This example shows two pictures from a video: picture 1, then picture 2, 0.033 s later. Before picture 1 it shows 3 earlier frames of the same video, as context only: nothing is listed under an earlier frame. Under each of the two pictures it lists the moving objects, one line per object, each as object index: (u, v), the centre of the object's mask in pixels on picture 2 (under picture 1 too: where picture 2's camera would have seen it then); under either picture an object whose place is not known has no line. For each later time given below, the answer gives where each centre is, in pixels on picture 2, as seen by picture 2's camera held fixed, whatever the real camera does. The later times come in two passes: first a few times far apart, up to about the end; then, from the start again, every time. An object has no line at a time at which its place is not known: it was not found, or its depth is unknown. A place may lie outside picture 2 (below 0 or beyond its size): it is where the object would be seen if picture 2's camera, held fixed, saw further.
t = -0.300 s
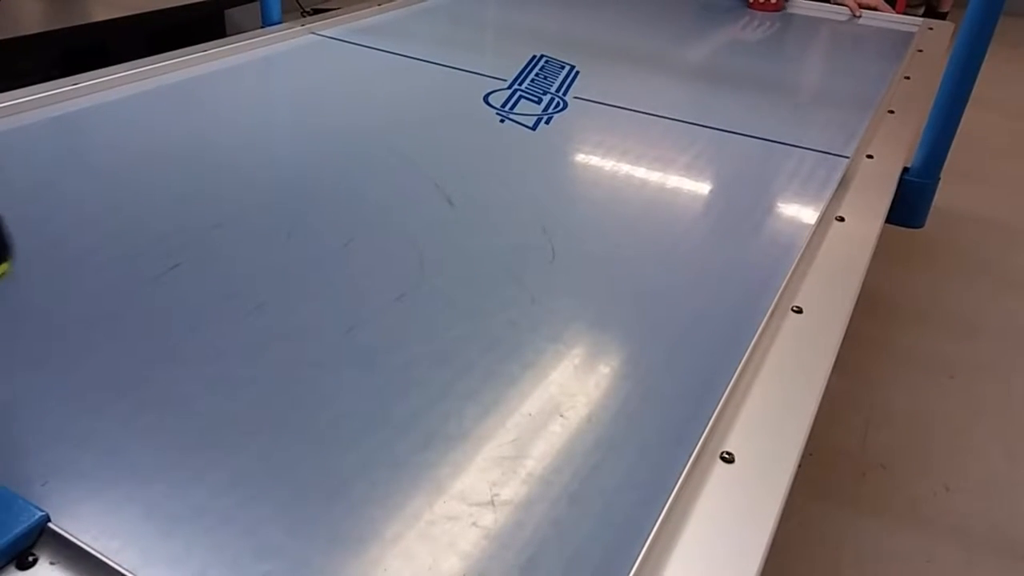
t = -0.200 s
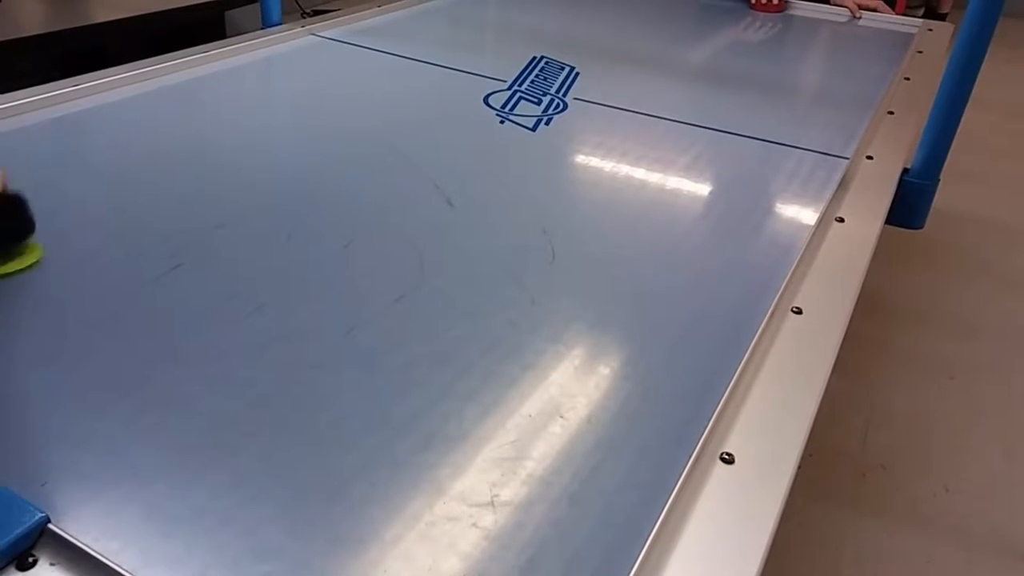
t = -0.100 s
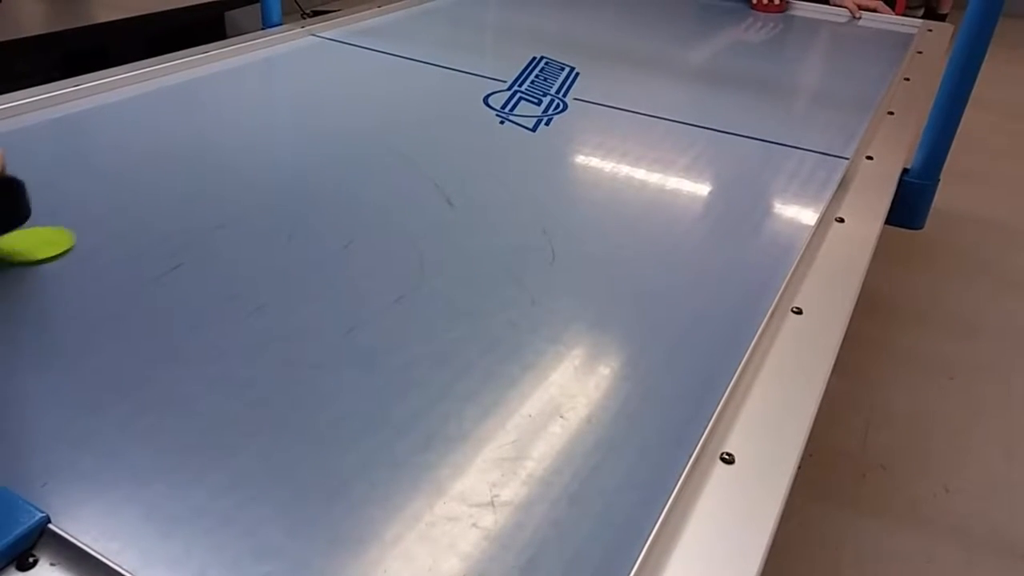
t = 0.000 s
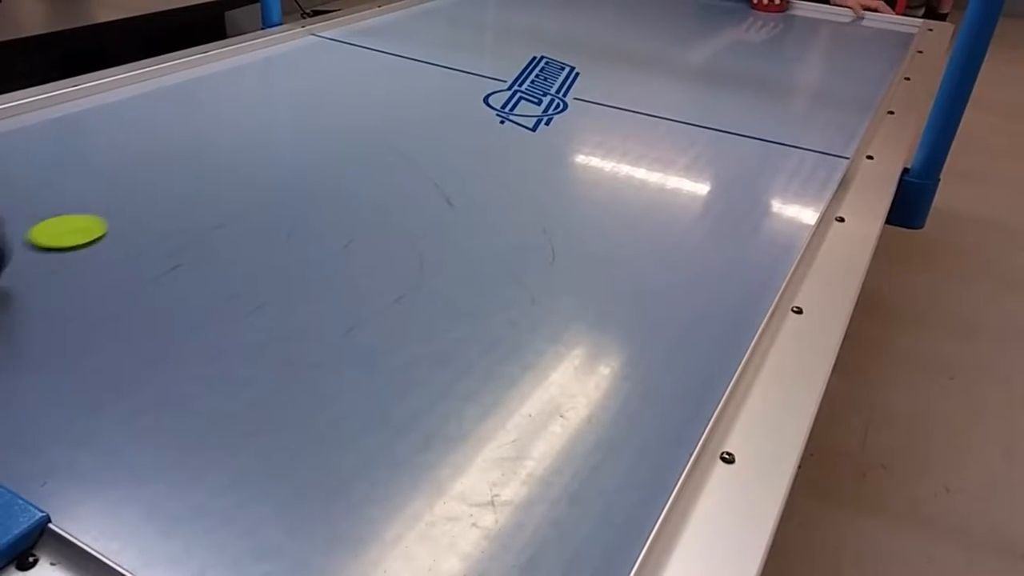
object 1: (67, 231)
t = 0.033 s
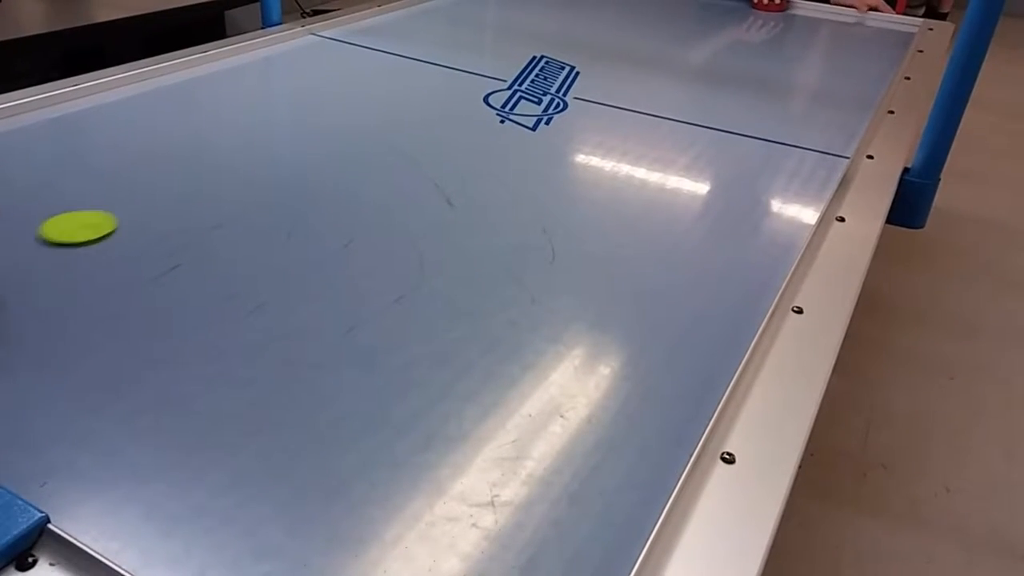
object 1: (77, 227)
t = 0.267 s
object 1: (153, 200)
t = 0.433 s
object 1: (206, 182)
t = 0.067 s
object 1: (88, 223)
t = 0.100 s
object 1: (99, 219)
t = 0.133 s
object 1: (110, 215)
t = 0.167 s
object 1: (120, 212)
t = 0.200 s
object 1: (131, 208)
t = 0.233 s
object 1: (142, 204)
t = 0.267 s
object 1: (153, 200)
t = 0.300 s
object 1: (163, 196)
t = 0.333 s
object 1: (174, 193)
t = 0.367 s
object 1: (185, 189)
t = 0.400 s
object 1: (196, 185)
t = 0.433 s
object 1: (206, 182)
